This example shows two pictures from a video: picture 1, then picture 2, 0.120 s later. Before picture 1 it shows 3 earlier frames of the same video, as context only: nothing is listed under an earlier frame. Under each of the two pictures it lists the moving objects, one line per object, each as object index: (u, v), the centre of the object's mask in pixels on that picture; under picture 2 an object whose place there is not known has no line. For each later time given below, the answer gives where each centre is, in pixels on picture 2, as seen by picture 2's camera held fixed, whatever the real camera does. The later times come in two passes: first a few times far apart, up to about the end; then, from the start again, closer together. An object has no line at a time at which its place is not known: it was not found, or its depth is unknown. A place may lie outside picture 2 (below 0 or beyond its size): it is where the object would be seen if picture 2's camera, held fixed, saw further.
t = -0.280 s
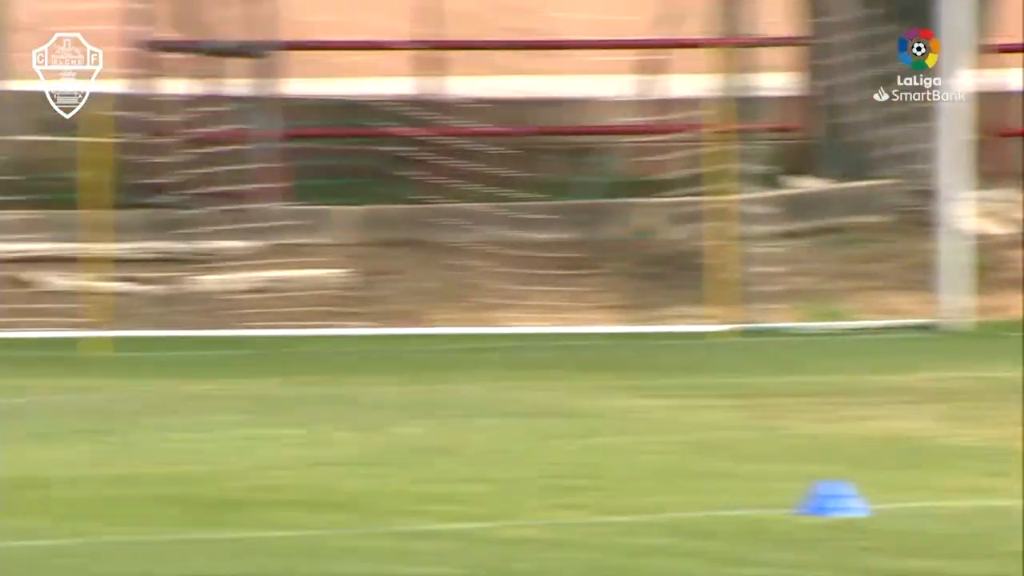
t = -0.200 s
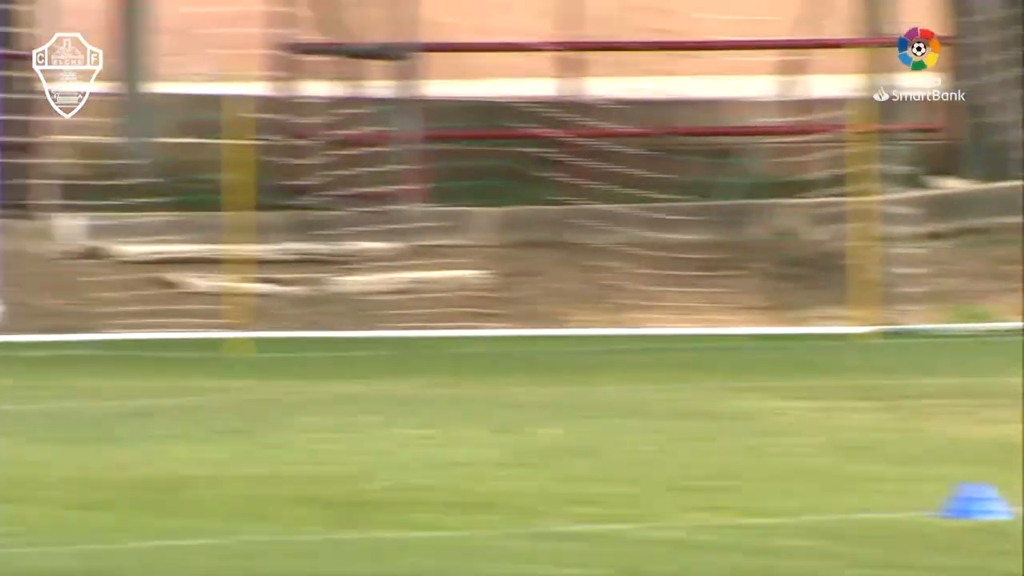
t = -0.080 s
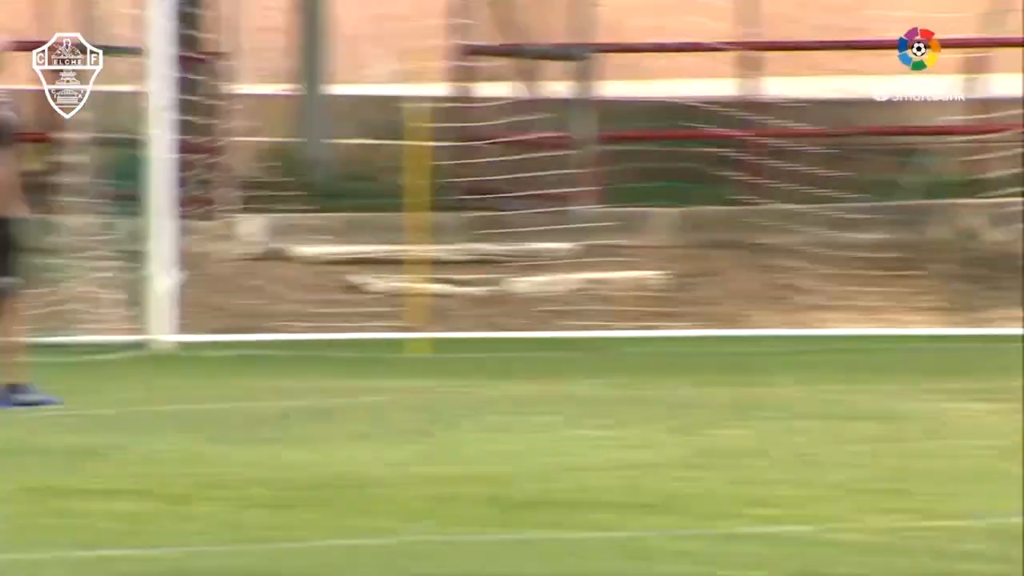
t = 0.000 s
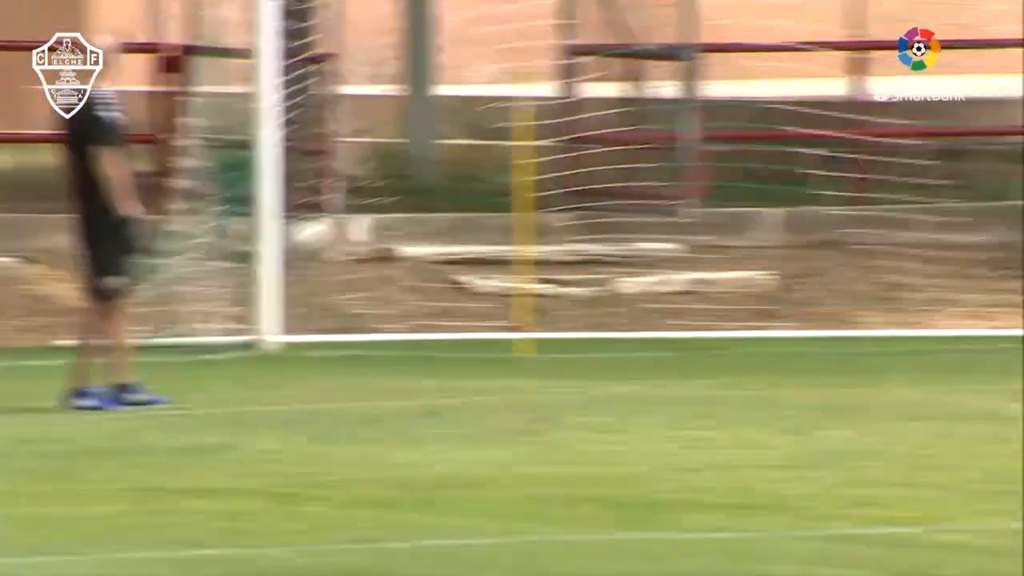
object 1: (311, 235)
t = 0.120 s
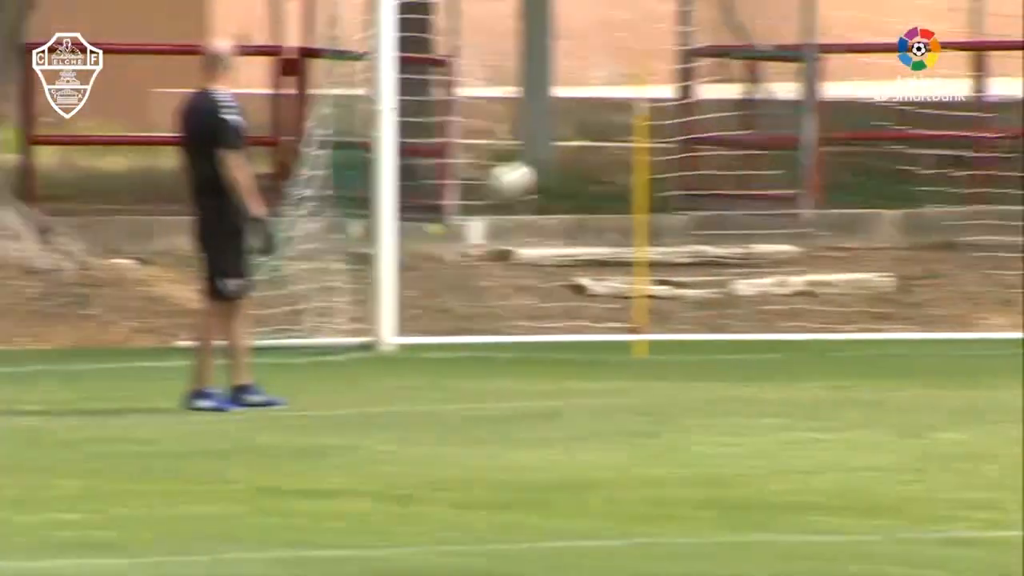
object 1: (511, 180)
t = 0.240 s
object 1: (596, 146)
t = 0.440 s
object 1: (731, 145)
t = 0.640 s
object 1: (871, 205)
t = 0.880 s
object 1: (1015, 310)
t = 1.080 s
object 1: (1069, 253)
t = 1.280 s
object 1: (1124, 264)
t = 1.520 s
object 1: (1193, 316)
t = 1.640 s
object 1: (1235, 303)
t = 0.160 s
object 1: (541, 165)
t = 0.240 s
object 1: (596, 146)
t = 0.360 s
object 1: (676, 136)
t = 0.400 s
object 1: (707, 140)
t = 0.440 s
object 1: (731, 145)
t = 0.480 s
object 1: (760, 153)
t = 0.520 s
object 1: (787, 164)
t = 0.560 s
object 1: (816, 177)
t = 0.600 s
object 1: (844, 193)
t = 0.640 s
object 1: (871, 205)
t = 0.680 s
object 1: (898, 233)
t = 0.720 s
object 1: (927, 255)
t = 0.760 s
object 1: (955, 284)
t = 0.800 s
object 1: (982, 312)
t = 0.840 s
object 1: (1004, 328)
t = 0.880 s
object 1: (1015, 310)
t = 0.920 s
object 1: (1027, 293)
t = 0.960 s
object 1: (1038, 278)
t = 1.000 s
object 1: (1048, 266)
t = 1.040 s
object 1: (1058, 258)
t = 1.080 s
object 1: (1069, 253)
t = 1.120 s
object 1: (1080, 250)
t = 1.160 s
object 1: (1091, 250)
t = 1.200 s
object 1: (1102, 252)
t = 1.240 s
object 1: (1113, 257)
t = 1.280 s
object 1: (1124, 264)
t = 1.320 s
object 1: (1136, 276)
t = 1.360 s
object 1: (1146, 291)
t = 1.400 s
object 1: (1155, 308)
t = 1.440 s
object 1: (1166, 328)
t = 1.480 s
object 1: (1177, 325)
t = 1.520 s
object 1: (1193, 316)
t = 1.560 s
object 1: (1207, 308)
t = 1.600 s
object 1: (1219, 305)
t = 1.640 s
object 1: (1235, 303)
